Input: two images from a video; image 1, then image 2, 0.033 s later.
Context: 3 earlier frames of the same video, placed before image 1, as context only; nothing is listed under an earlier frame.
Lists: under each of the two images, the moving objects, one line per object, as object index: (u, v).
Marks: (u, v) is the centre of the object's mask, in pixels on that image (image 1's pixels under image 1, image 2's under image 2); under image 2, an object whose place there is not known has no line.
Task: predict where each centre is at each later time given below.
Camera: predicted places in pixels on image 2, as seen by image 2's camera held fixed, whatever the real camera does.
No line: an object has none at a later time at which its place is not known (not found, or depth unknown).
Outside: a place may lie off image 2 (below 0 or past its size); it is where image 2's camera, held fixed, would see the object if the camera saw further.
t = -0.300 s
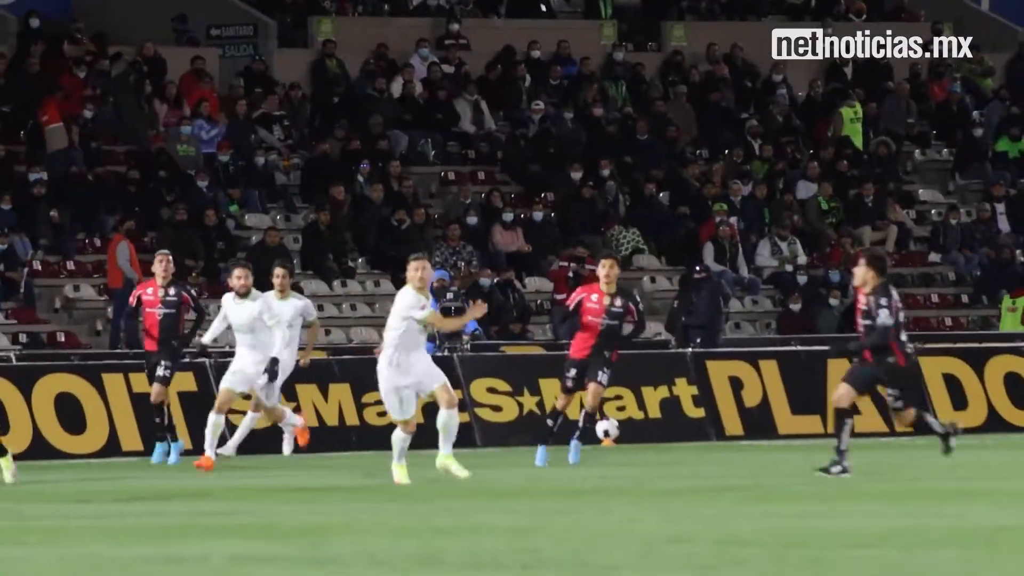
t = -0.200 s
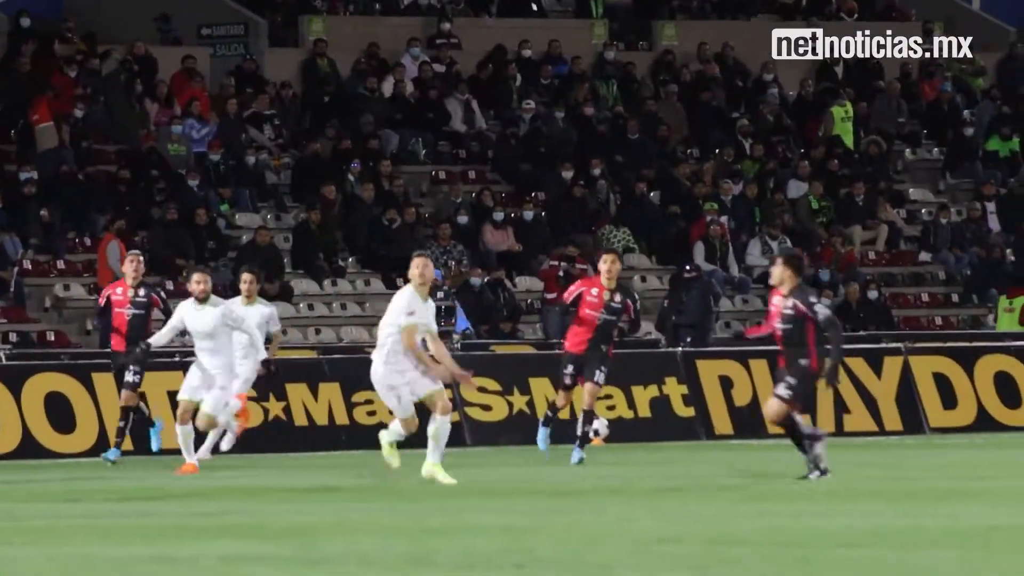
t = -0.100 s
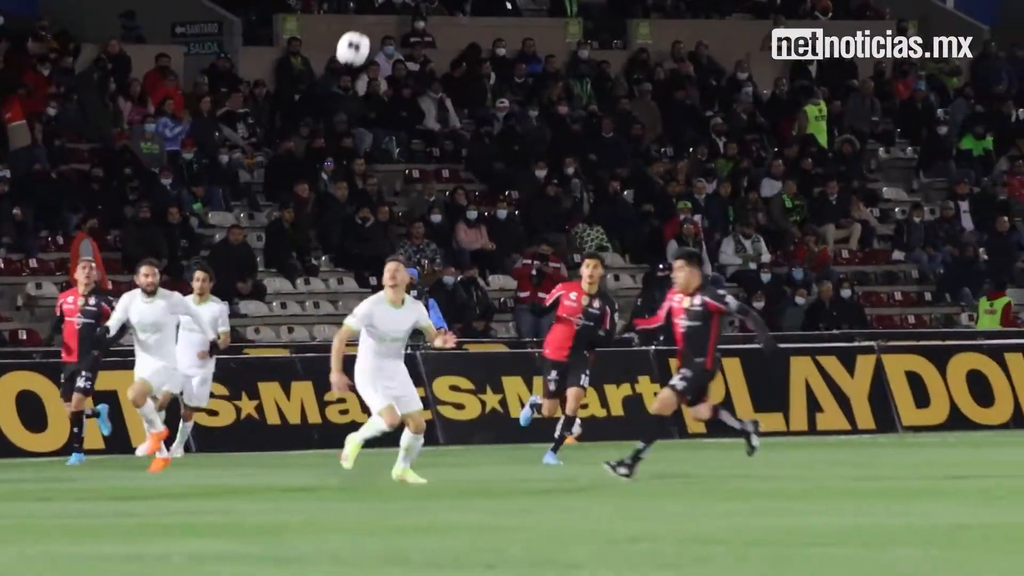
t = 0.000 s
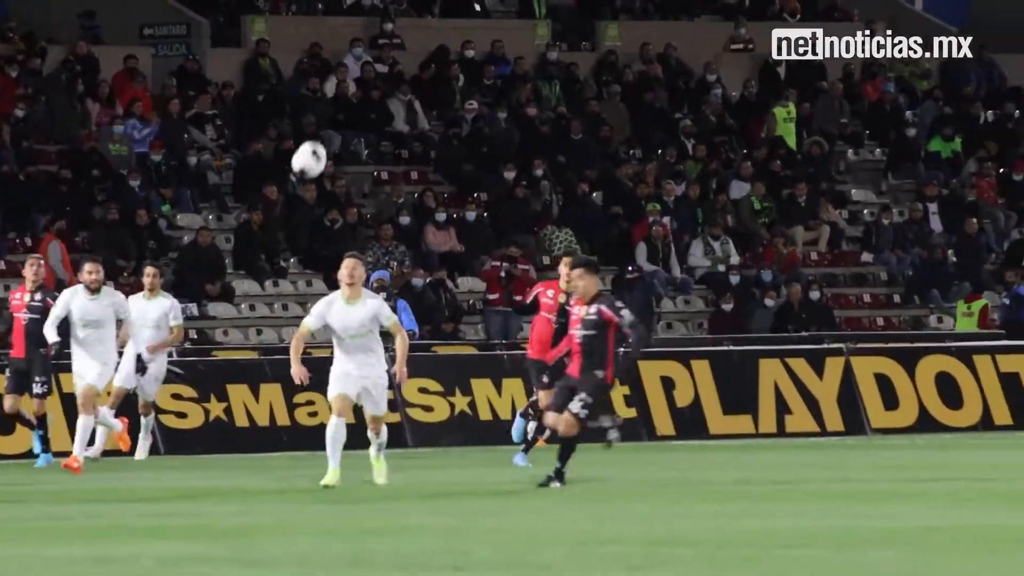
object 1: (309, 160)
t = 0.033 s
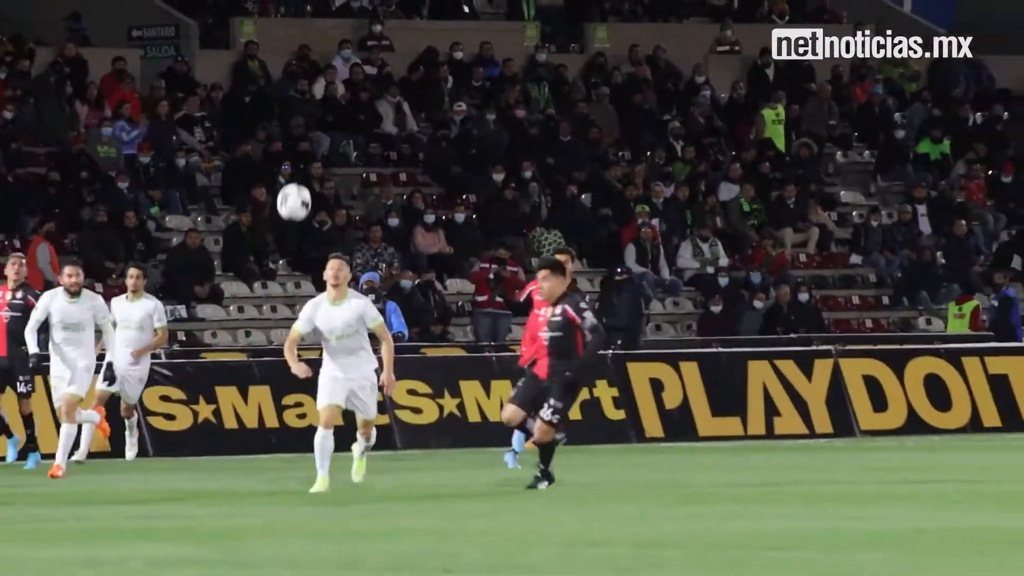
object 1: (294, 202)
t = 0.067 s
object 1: (290, 246)
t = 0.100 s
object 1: (287, 291)
